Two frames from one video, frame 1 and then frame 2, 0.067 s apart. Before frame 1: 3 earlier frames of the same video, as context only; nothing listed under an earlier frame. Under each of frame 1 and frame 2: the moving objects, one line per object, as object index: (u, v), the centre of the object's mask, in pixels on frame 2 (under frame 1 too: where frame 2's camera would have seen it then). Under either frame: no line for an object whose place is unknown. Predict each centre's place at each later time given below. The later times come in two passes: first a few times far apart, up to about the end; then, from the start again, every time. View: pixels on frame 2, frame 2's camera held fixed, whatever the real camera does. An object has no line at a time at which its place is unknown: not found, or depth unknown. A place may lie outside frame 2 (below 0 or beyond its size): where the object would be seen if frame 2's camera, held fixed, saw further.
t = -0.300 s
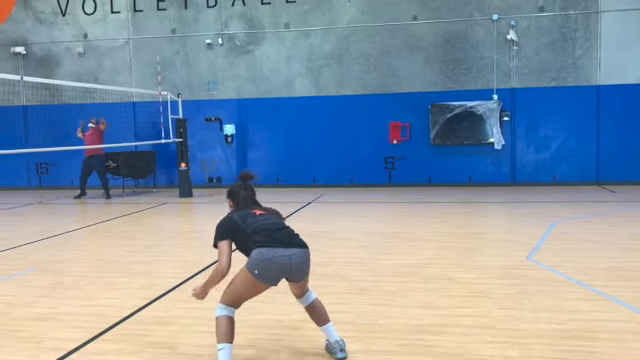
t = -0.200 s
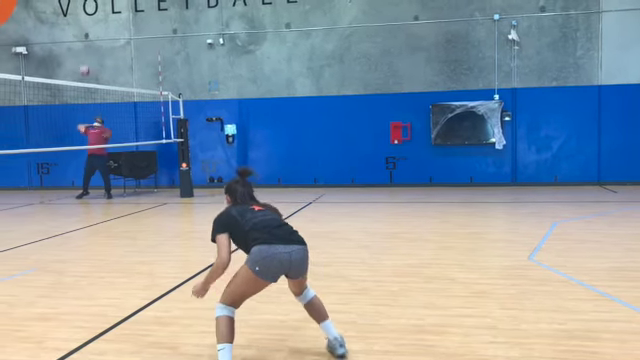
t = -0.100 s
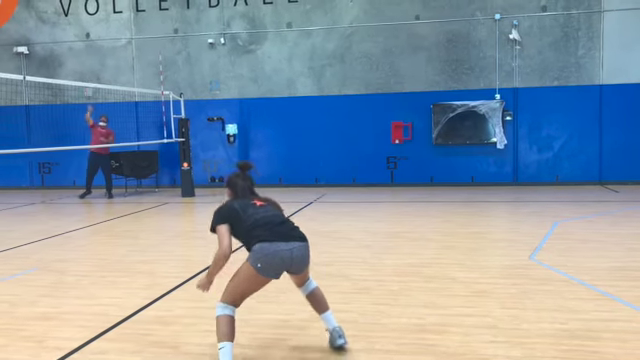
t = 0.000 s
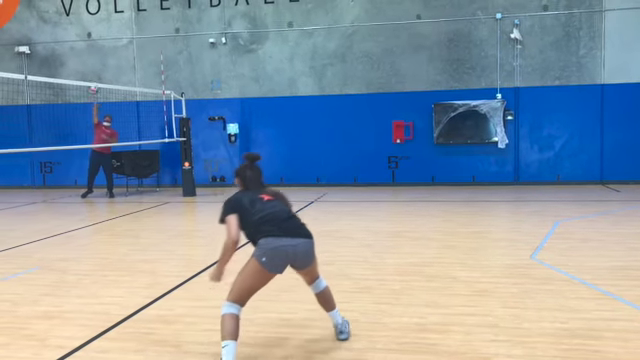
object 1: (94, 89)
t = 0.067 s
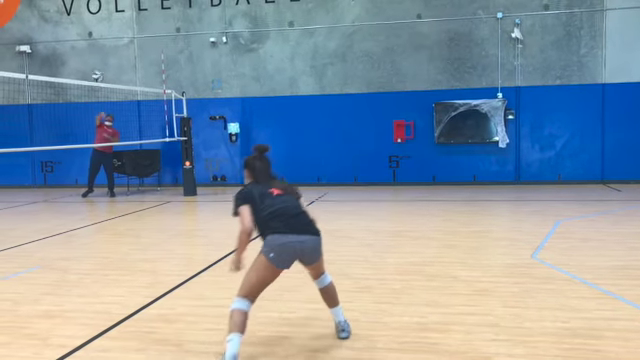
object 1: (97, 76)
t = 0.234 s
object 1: (106, 61)
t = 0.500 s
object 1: (132, 79)
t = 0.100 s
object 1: (99, 73)
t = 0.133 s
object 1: (101, 69)
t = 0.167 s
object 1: (102, 66)
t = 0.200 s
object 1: (104, 63)
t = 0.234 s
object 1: (106, 61)
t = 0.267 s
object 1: (109, 59)
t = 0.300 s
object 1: (111, 59)
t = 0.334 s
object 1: (113, 59)
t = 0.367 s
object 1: (116, 60)
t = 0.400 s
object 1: (119, 62)
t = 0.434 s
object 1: (123, 67)
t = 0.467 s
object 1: (129, 72)
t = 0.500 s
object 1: (132, 79)
